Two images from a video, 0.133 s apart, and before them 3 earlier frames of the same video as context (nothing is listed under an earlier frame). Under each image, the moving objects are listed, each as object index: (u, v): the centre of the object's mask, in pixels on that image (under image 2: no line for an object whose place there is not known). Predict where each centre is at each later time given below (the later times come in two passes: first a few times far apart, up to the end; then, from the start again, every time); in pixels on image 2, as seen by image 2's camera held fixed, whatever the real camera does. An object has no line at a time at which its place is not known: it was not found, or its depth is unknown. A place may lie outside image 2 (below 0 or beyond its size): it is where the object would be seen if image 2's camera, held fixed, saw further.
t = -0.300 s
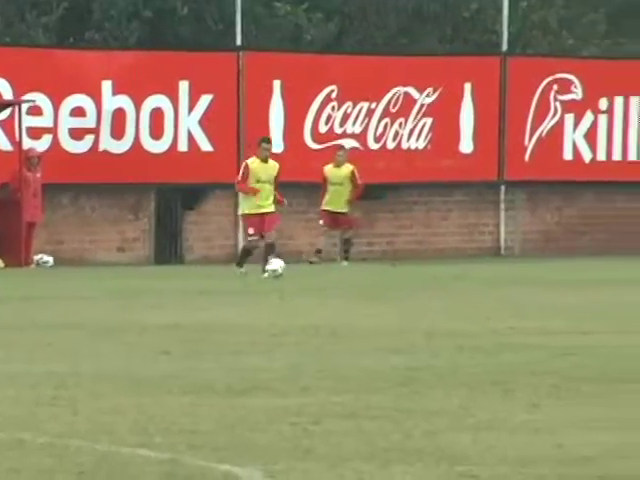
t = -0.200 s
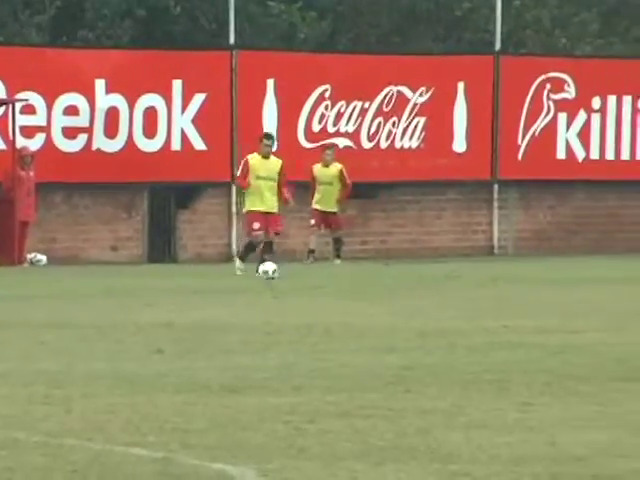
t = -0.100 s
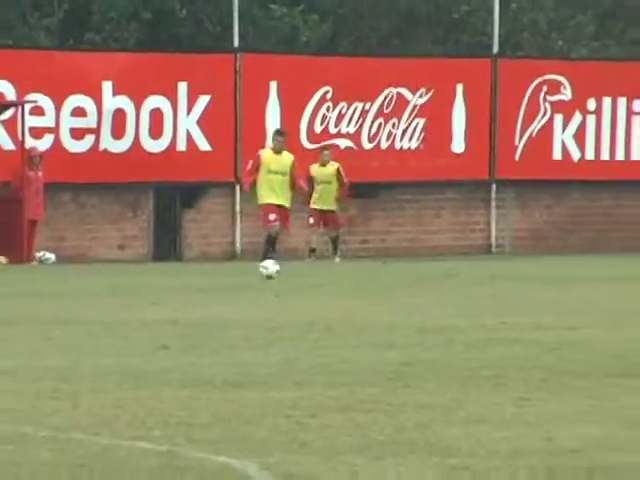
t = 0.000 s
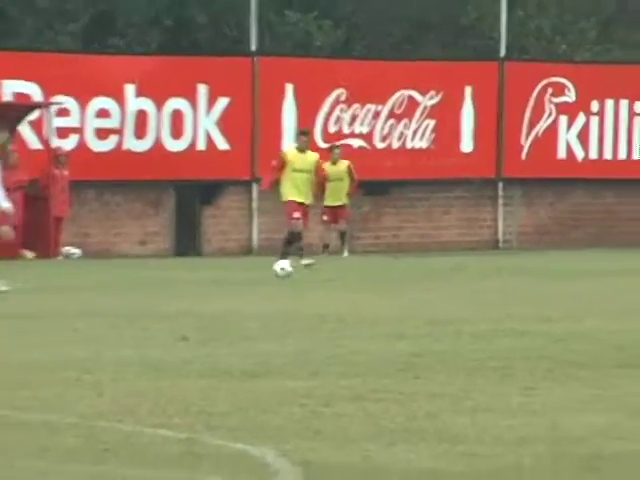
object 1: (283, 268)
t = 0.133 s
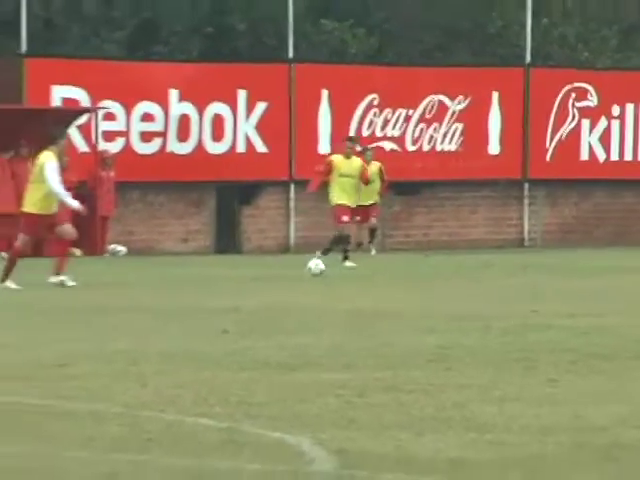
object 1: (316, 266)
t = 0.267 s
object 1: (310, 266)
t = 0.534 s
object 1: (302, 270)
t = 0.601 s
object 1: (300, 272)
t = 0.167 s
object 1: (315, 267)
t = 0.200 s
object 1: (312, 267)
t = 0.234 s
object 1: (312, 266)
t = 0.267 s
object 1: (310, 266)
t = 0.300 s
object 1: (309, 267)
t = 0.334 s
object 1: (308, 269)
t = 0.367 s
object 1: (307, 269)
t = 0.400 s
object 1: (306, 269)
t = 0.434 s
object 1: (305, 269)
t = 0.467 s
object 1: (304, 268)
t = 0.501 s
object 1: (303, 270)
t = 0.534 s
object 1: (302, 270)
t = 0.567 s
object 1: (300, 272)
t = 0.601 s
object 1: (300, 272)
